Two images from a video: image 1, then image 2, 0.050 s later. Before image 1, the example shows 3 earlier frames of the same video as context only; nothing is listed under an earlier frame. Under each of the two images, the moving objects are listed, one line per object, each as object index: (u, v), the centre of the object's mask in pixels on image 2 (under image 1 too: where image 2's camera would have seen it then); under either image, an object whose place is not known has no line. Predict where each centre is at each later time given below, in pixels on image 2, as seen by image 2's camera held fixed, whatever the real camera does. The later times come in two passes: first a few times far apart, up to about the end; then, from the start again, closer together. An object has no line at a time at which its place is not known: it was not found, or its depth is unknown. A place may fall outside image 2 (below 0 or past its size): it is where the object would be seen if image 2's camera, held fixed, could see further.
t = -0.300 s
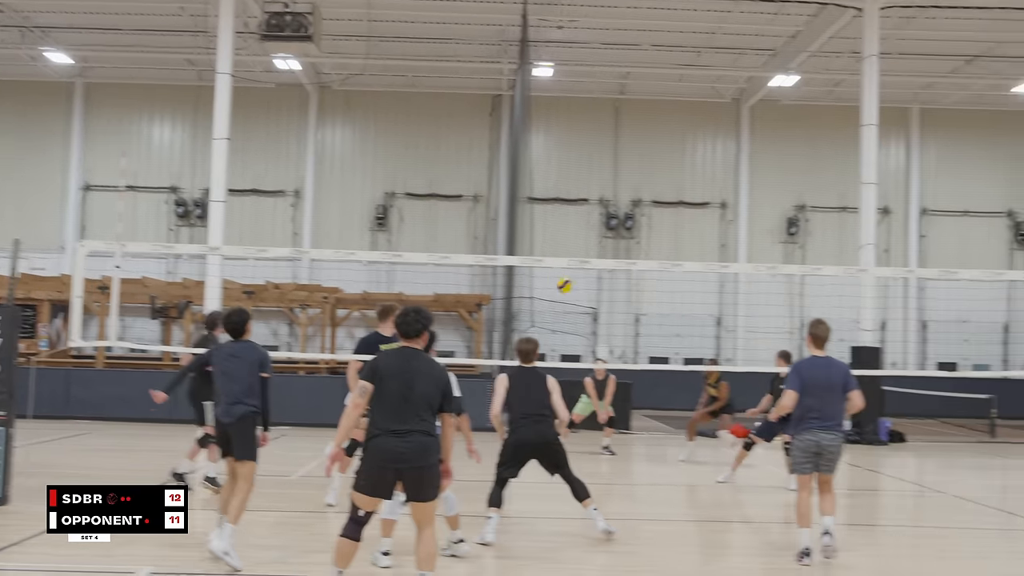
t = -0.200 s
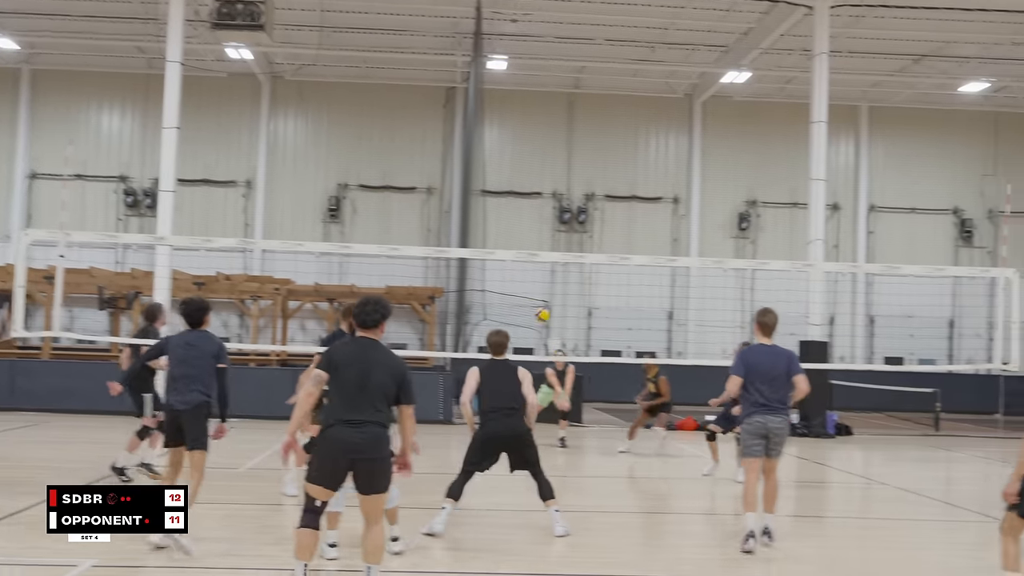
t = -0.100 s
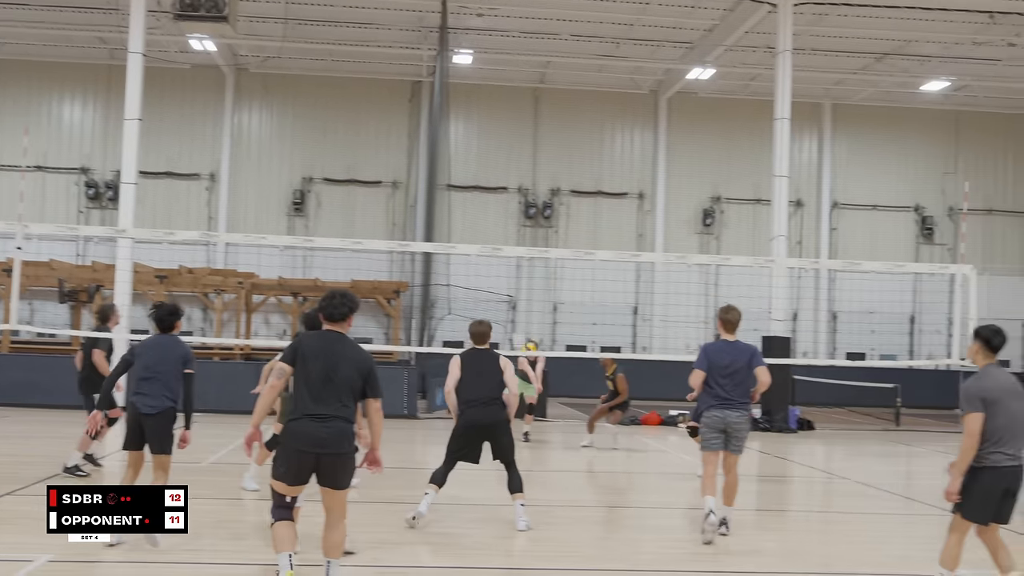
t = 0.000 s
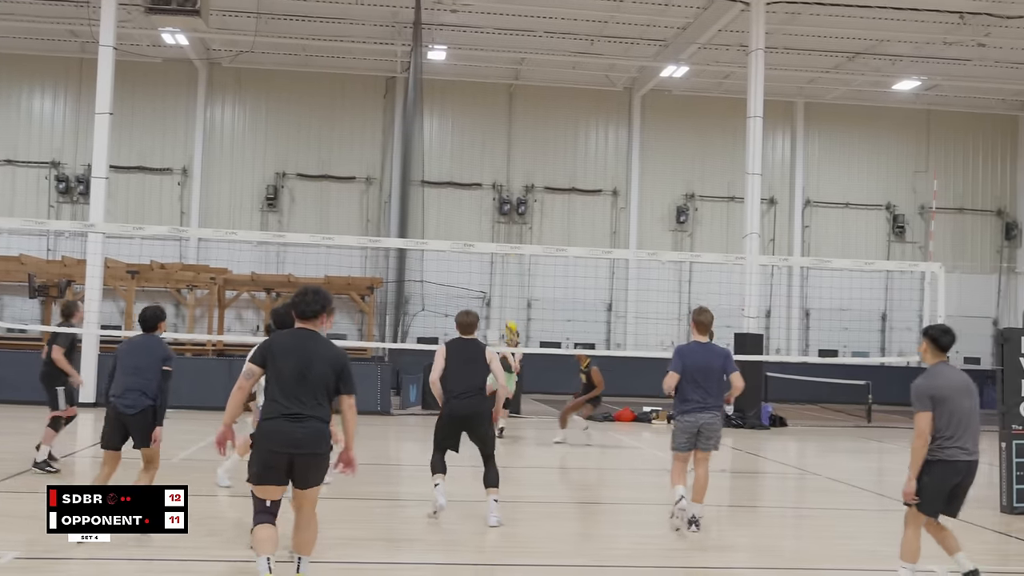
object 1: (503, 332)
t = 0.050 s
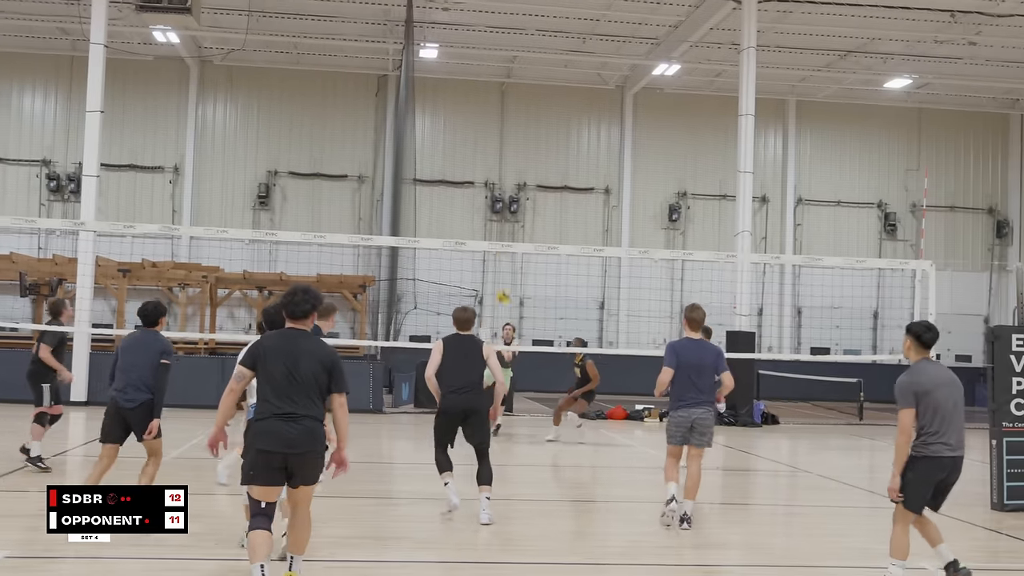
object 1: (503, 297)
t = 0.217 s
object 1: (501, 207)
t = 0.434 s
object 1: (503, 117)
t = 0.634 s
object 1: (502, 59)
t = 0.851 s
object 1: (500, 25)
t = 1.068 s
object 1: (496, 23)
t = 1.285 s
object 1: (491, 55)
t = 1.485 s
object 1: (485, 121)
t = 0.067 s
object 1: (502, 287)
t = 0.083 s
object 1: (502, 277)
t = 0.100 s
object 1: (503, 269)
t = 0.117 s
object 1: (503, 259)
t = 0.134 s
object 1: (504, 254)
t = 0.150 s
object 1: (503, 237)
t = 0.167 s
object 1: (502, 233)
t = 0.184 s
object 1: (502, 224)
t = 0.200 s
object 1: (502, 215)
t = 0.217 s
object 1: (501, 207)
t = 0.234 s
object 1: (502, 200)
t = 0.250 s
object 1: (502, 192)
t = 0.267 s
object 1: (503, 183)
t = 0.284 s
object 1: (503, 176)
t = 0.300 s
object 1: (503, 169)
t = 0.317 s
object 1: (502, 162)
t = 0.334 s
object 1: (503, 155)
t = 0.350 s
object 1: (502, 148)
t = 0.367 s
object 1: (502, 142)
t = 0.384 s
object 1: (502, 135)
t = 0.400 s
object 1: (503, 127)
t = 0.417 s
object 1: (503, 123)
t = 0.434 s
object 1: (503, 117)
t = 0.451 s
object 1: (502, 110)
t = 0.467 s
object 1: (503, 105)
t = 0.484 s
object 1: (503, 100)
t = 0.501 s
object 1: (503, 95)
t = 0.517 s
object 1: (503, 89)
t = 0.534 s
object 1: (503, 84)
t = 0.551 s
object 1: (503, 80)
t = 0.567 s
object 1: (503, 76)
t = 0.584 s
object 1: (503, 71)
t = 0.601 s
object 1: (503, 67)
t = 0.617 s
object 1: (502, 63)
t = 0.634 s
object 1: (502, 59)
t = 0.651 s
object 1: (502, 55)
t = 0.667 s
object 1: (502, 51)
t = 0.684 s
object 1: (502, 47)
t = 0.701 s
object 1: (501, 45)
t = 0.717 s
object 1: (502, 41)
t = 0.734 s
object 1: (501, 39)
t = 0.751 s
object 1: (501, 37)
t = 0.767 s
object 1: (501, 34)
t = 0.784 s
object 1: (501, 32)
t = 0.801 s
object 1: (500, 30)
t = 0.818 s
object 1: (500, 27)
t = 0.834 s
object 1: (500, 26)
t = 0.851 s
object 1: (500, 25)
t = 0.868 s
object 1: (500, 23)
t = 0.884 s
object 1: (499, 22)
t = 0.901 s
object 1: (499, 21)
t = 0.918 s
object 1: (499, 20)
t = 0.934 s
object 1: (499, 20)
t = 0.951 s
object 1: (498, 19)
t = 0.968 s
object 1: (498, 19)
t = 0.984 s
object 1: (498, 19)
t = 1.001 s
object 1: (497, 20)
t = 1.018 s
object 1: (497, 20)
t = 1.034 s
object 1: (497, 20)
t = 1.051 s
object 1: (496, 22)
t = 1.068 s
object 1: (496, 23)
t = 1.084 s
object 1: (496, 24)
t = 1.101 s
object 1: (495, 25)
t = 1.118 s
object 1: (495, 26)
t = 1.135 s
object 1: (494, 28)
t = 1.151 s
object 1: (494, 30)
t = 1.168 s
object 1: (494, 33)
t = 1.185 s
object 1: (493, 35)
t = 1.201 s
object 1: (493, 38)
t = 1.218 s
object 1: (492, 41)
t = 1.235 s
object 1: (492, 44)
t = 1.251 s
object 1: (491, 48)
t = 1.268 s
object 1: (491, 51)
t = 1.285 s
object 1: (491, 55)
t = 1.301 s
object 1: (490, 60)
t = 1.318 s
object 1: (489, 64)
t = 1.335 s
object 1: (489, 69)
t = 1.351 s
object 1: (488, 74)
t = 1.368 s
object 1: (488, 79)
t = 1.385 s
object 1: (487, 84)
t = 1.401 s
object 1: (486, 89)
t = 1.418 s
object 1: (486, 96)
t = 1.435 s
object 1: (486, 101)
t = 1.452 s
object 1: (485, 108)
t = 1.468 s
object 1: (485, 115)
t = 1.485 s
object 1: (485, 121)
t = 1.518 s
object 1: (483, 136)
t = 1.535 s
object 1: (482, 143)
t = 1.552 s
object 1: (481, 150)
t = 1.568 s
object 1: (480, 158)
